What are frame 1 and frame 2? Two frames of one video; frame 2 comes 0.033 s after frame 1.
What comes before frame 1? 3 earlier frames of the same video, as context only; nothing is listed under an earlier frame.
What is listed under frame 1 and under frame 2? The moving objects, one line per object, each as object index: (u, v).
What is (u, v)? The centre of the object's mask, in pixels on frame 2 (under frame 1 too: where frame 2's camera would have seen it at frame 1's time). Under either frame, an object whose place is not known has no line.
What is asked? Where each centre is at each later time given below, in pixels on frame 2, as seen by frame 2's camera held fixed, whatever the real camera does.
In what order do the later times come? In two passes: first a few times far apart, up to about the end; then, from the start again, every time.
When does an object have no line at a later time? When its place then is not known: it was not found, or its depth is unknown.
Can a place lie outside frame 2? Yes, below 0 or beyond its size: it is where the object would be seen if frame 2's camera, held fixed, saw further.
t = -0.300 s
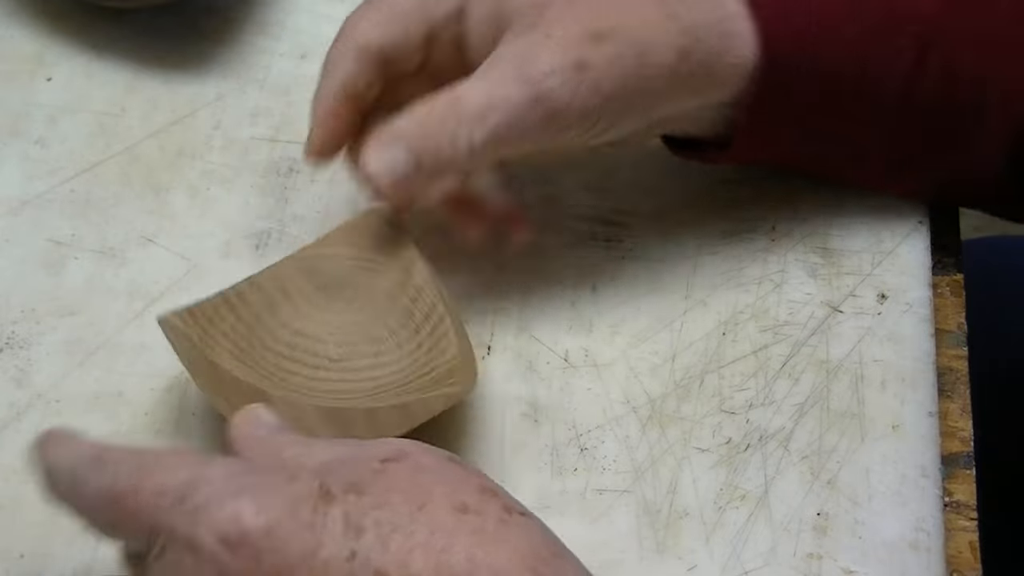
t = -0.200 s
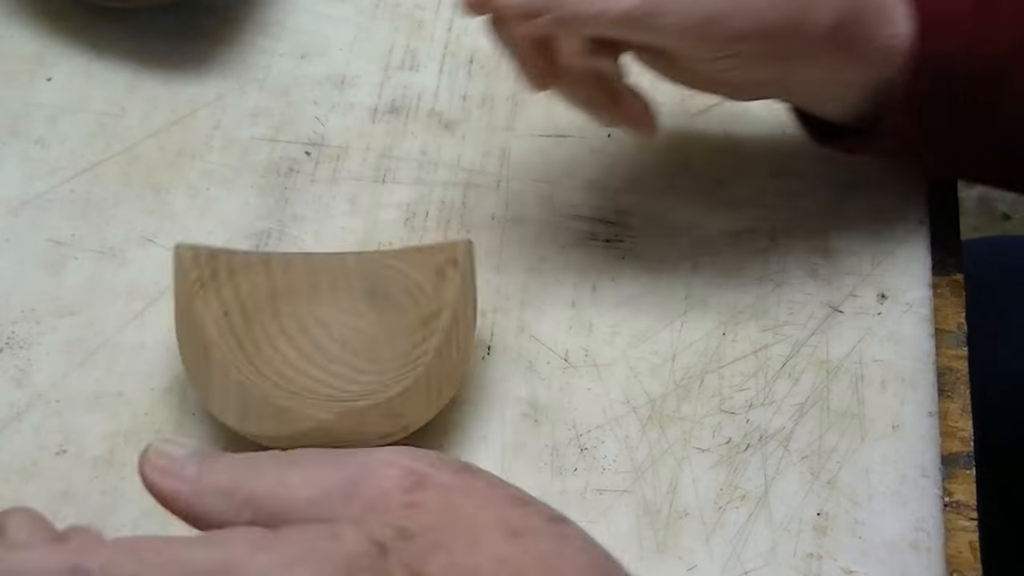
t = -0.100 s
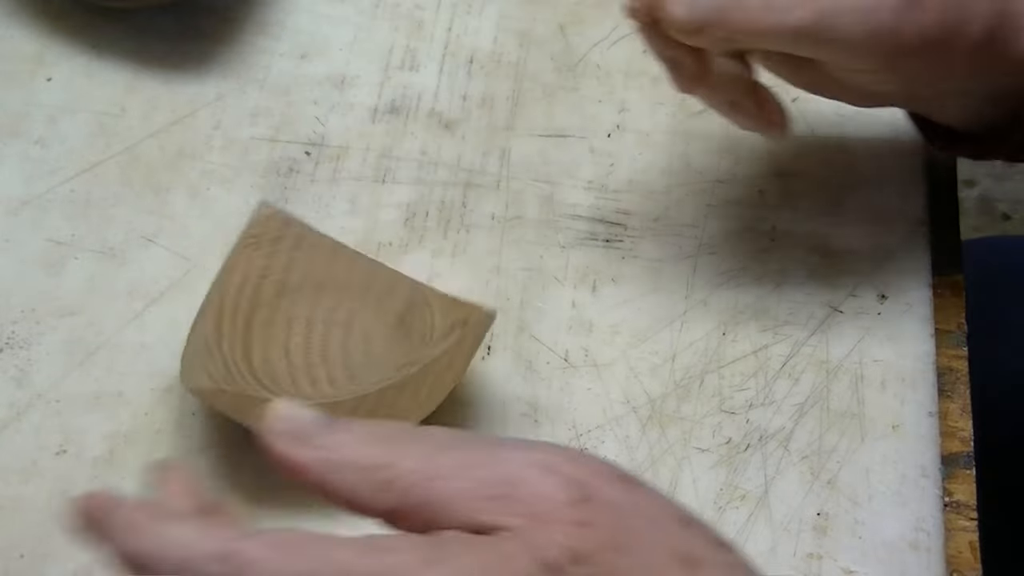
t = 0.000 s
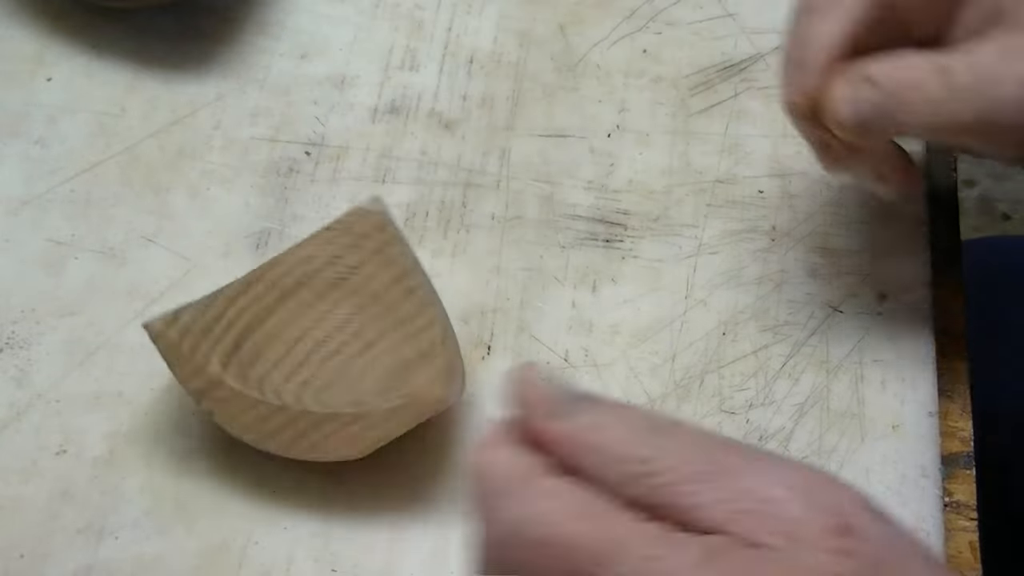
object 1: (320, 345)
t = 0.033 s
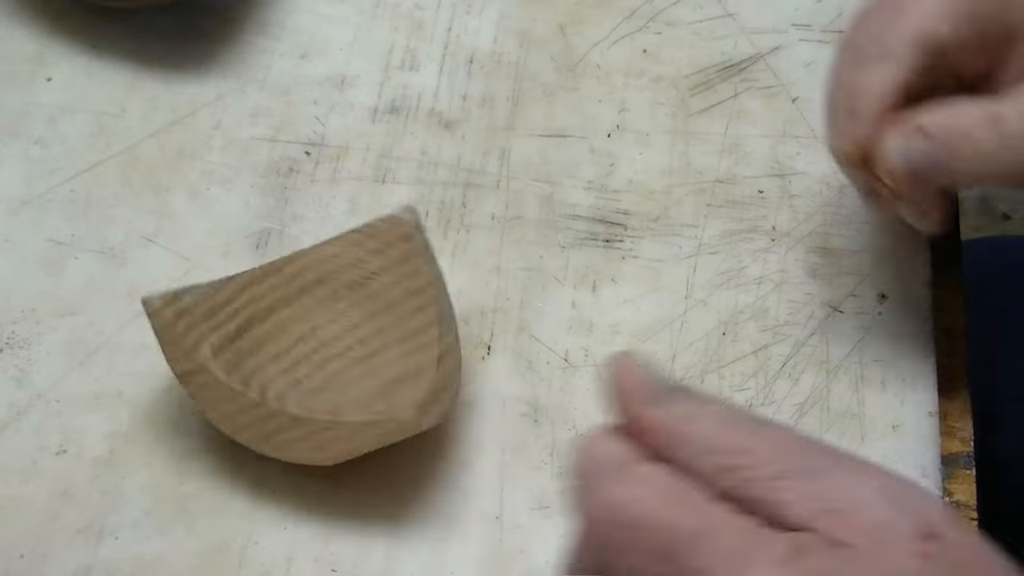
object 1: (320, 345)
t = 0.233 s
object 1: (325, 350)
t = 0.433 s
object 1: (326, 344)
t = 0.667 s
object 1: (320, 348)
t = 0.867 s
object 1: (326, 345)
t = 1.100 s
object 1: (322, 345)
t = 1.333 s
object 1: (326, 346)
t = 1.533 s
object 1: (323, 346)
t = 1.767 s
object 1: (327, 347)
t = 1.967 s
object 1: (322, 349)
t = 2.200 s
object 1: (321, 345)
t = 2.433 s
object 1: (326, 345)
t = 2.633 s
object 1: (324, 347)
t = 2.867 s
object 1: (322, 345)
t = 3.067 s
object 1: (324, 345)
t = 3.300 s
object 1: (326, 345)
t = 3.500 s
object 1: (327, 346)
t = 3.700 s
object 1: (326, 347)
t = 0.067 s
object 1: (321, 346)
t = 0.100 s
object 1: (323, 348)
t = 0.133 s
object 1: (325, 349)
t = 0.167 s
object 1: (326, 350)
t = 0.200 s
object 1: (326, 351)
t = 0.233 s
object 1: (325, 350)
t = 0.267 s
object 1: (324, 349)
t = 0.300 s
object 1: (324, 348)
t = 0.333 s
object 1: (323, 346)
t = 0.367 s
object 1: (324, 344)
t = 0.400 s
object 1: (325, 344)
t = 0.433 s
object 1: (326, 344)
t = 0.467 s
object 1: (326, 344)
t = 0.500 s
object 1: (326, 344)
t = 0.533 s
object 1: (326, 346)
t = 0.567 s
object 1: (325, 347)
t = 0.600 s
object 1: (324, 349)
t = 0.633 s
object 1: (323, 349)
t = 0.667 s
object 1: (320, 348)
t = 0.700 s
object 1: (319, 347)
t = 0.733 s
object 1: (319, 346)
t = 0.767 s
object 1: (321, 346)
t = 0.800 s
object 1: (323, 346)
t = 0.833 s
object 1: (325, 345)
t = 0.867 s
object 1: (326, 345)
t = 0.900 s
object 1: (326, 345)
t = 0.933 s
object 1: (326, 346)
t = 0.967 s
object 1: (325, 347)
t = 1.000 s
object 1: (324, 346)
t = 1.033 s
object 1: (323, 345)
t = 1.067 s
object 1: (322, 345)
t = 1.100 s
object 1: (322, 345)
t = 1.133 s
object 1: (323, 345)
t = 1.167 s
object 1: (324, 345)
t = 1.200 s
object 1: (325, 345)
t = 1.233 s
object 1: (325, 345)
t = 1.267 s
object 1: (326, 345)
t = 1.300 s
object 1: (326, 346)
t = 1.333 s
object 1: (326, 346)
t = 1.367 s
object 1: (325, 347)
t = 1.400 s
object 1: (325, 347)
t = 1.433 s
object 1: (324, 347)
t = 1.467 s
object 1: (324, 347)
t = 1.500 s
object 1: (324, 346)
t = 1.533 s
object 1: (323, 346)
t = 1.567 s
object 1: (324, 345)
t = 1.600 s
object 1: (324, 345)
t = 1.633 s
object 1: (325, 345)
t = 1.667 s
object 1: (325, 346)
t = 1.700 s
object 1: (326, 346)
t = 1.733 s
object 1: (326, 346)
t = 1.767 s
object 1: (327, 347)
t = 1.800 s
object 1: (327, 348)
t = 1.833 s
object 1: (326, 348)
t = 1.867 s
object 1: (325, 349)
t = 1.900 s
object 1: (324, 350)
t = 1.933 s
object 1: (323, 350)
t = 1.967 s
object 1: (322, 349)
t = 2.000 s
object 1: (321, 348)
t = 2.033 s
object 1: (320, 347)
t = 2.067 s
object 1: (320, 346)
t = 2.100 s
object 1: (320, 346)
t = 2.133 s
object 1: (320, 346)
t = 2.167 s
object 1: (321, 345)
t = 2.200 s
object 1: (321, 345)
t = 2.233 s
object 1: (322, 345)
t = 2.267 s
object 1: (323, 345)
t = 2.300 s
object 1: (324, 345)
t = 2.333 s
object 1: (324, 345)
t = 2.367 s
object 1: (325, 345)
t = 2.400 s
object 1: (326, 345)
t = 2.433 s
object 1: (326, 345)
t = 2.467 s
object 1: (327, 345)
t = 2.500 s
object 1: (327, 345)
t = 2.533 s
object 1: (326, 346)
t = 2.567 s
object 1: (325, 347)
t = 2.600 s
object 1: (325, 347)
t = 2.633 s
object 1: (324, 347)
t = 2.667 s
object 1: (324, 347)
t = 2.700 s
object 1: (324, 347)
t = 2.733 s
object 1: (323, 347)
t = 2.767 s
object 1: (323, 346)
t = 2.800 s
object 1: (322, 346)
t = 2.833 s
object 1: (322, 346)
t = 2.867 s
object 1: (322, 345)
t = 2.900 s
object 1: (323, 345)
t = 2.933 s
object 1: (323, 345)
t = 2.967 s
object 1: (323, 345)
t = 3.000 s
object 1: (323, 345)
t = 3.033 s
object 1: (323, 345)
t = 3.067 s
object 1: (324, 345)
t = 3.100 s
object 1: (324, 345)
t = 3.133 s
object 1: (324, 345)
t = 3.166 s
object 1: (325, 345)
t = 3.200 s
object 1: (325, 345)
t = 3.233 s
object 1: (325, 345)
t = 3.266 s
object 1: (326, 345)
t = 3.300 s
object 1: (326, 345)
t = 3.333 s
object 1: (326, 345)
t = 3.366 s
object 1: (326, 345)
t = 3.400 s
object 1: (326, 345)
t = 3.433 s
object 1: (326, 345)
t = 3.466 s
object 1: (327, 346)
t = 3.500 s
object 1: (327, 346)
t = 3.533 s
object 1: (327, 346)
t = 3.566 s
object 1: (327, 347)
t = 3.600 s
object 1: (327, 347)
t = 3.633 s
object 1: (326, 347)
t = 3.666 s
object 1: (326, 347)
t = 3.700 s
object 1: (326, 347)
